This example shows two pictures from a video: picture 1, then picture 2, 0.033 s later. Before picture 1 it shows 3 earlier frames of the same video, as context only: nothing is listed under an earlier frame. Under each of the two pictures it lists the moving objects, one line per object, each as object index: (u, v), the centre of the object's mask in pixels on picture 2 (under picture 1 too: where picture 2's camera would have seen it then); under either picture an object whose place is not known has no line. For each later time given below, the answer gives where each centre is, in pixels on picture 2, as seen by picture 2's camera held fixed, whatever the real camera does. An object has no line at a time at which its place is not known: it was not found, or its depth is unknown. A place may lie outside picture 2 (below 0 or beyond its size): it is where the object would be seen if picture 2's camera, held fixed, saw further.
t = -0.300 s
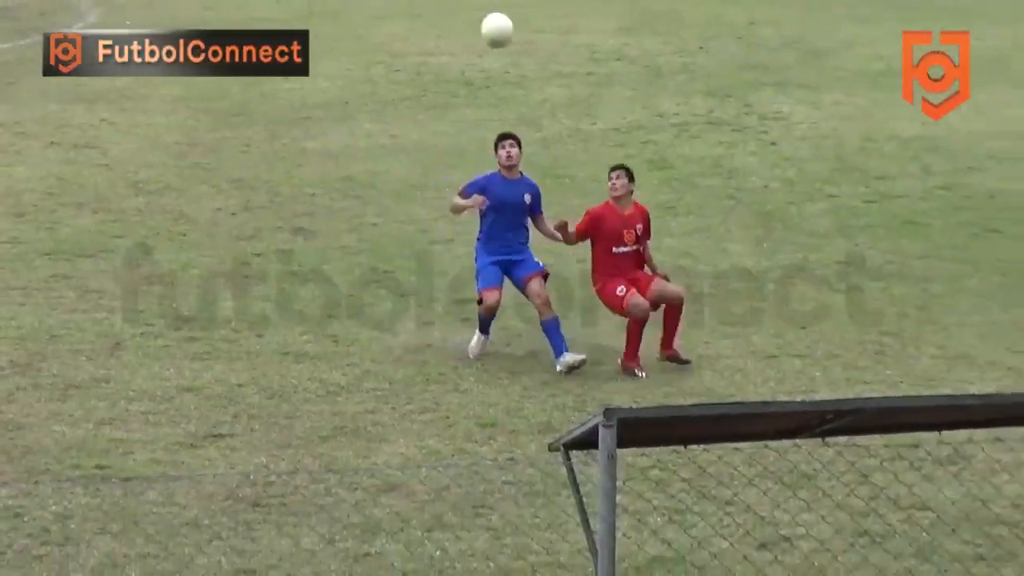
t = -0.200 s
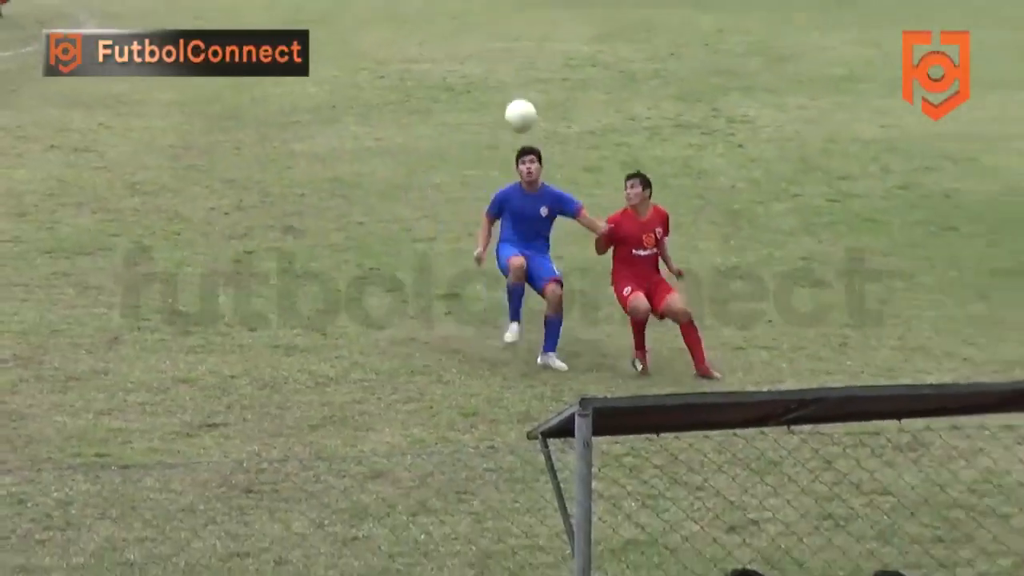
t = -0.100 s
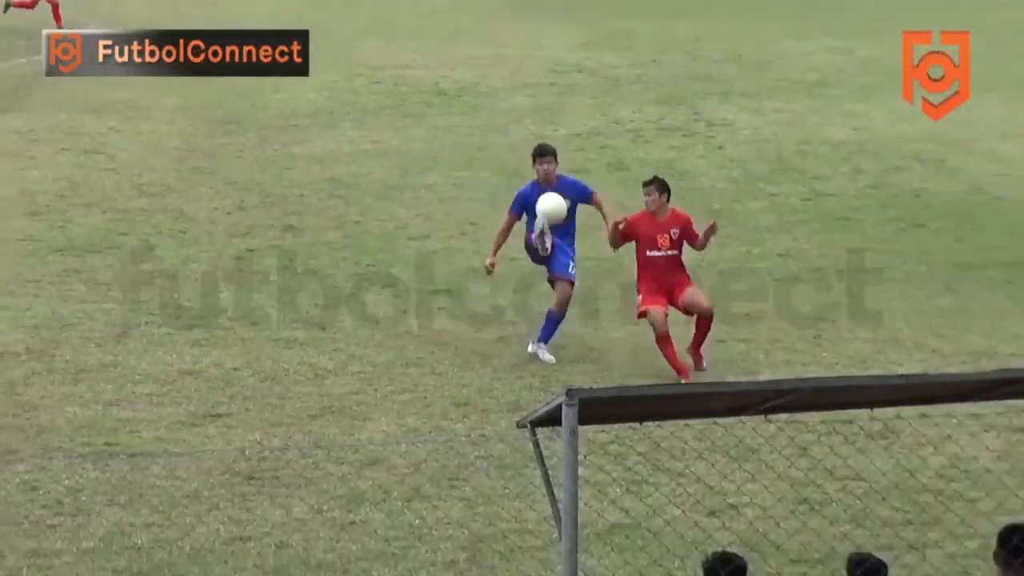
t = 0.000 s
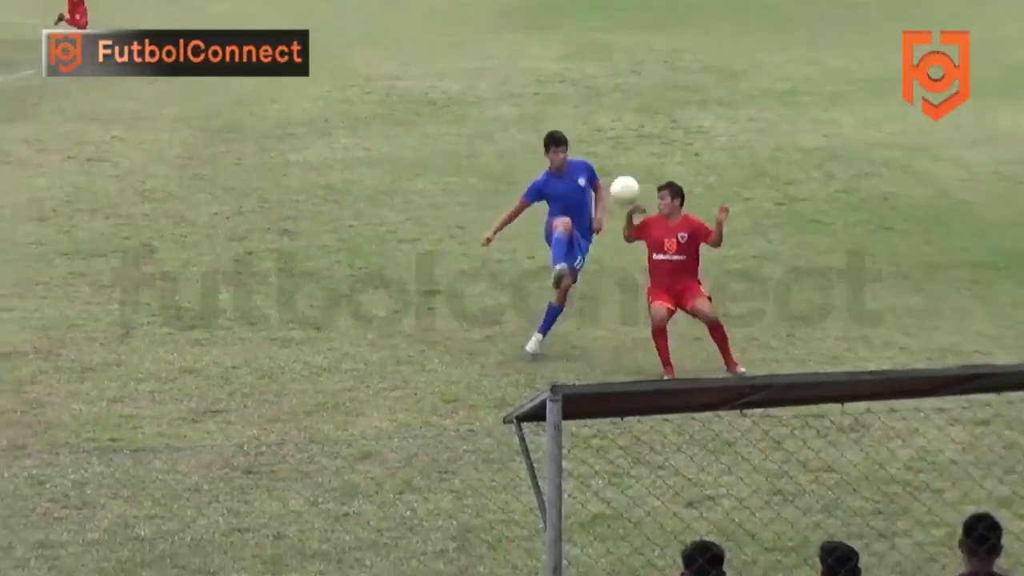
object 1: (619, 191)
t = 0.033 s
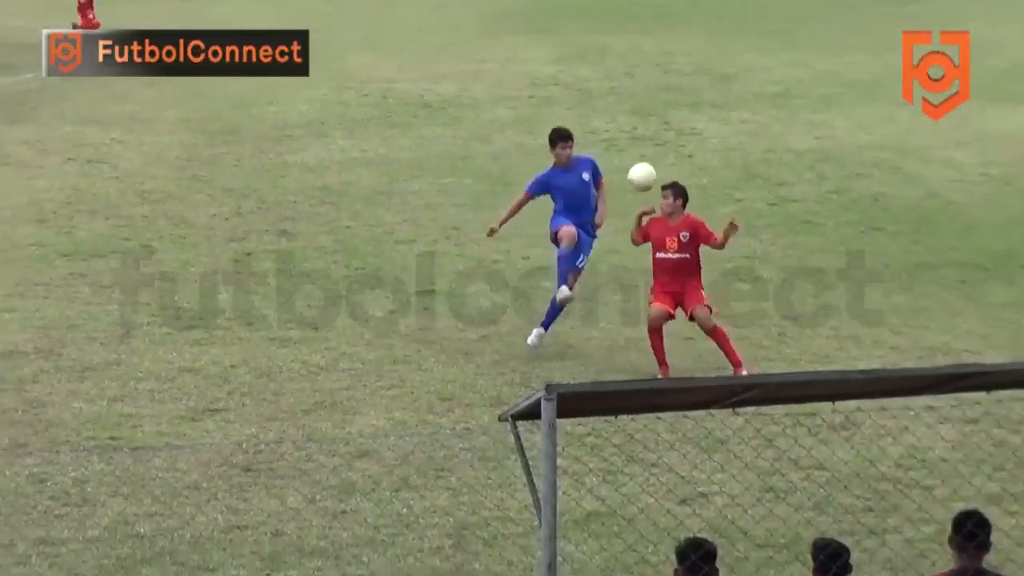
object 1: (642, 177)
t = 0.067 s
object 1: (665, 163)
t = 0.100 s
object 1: (688, 153)
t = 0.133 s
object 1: (710, 142)
